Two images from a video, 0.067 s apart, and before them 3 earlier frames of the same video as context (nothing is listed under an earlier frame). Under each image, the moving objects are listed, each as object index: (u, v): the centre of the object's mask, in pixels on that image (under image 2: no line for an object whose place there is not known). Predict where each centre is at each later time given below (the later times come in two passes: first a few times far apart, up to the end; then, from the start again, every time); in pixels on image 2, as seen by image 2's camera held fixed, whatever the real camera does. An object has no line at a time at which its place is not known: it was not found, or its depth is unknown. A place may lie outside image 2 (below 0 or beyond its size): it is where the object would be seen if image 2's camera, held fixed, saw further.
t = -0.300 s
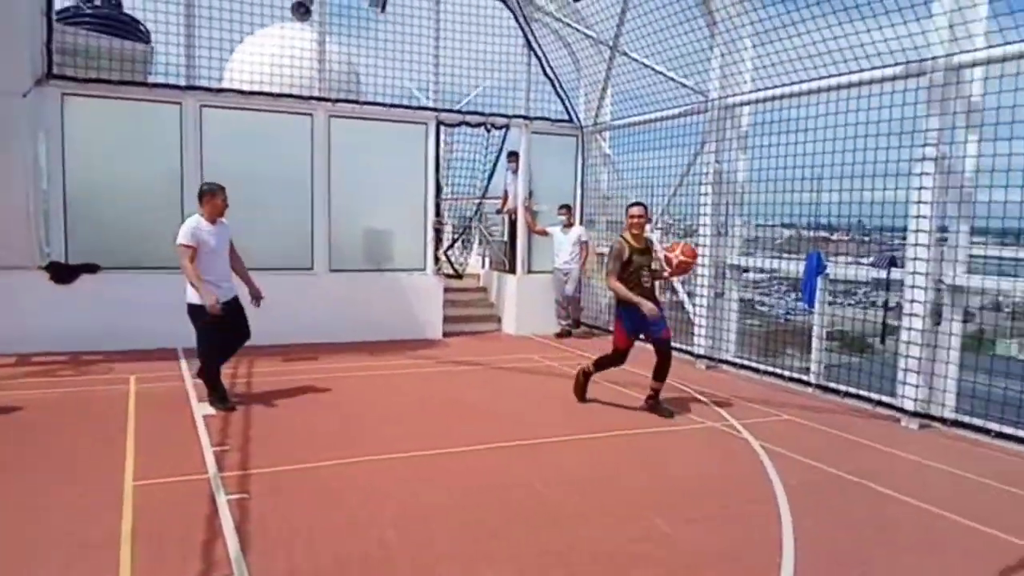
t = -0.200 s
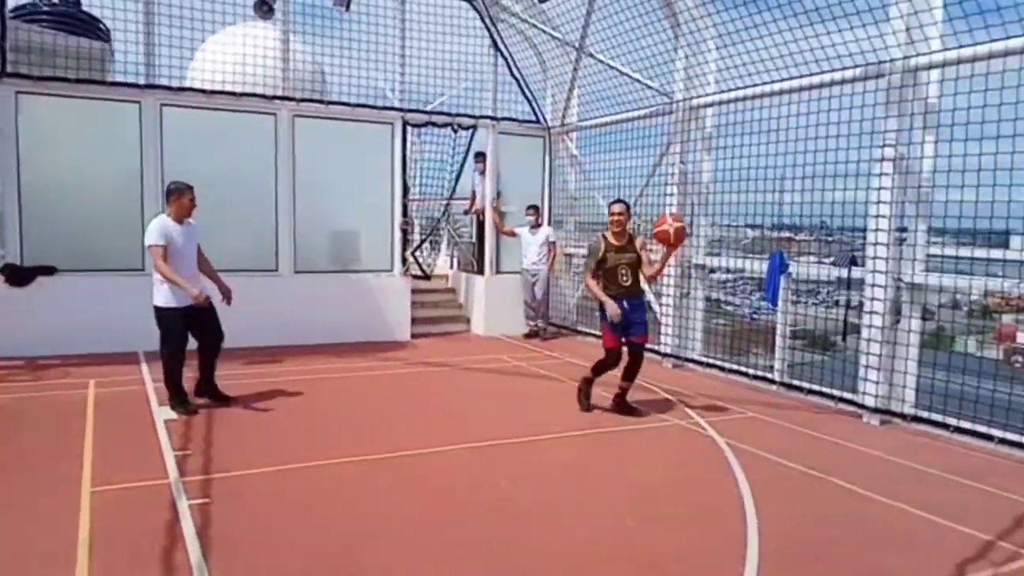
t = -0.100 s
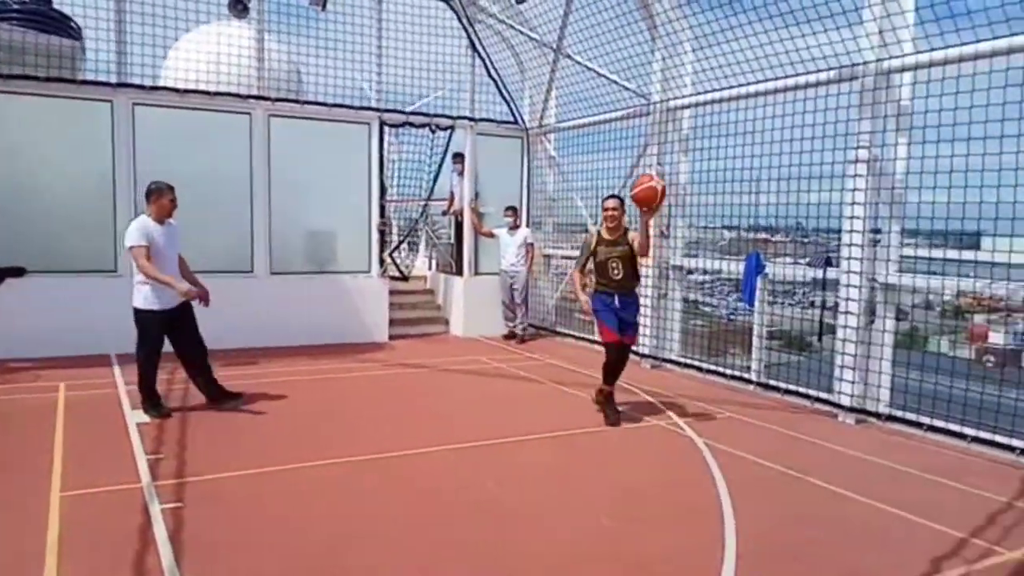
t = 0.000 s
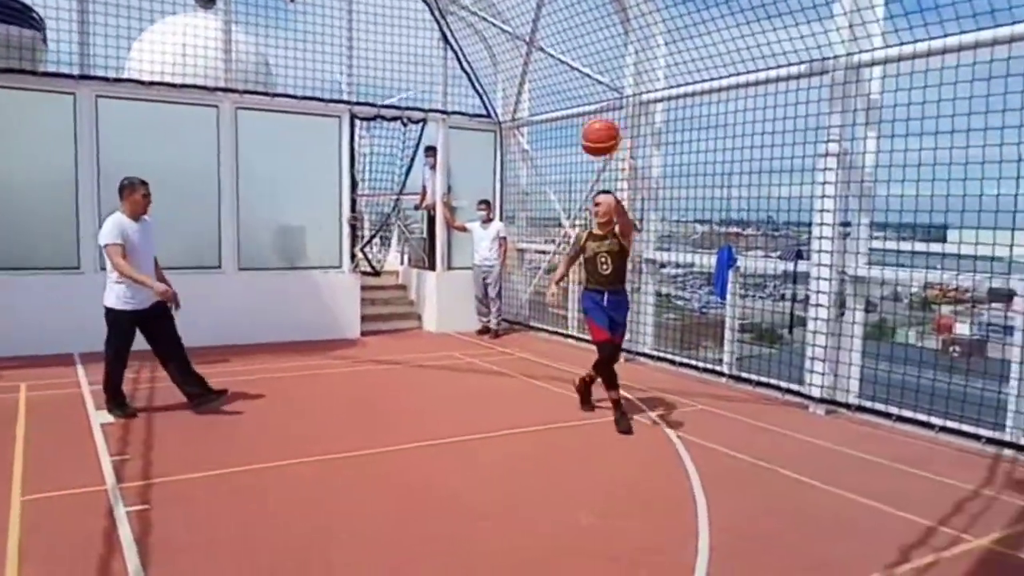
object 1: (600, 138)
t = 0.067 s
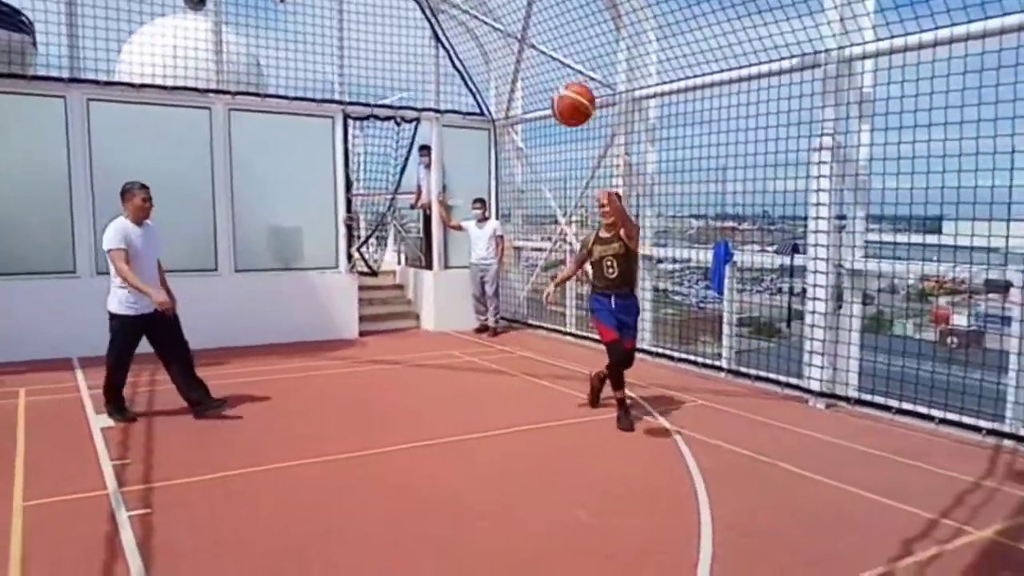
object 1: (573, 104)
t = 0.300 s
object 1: (458, 39)
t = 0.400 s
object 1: (379, 42)
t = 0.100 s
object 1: (562, 91)
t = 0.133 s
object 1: (548, 80)
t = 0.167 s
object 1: (535, 67)
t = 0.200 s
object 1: (520, 57)
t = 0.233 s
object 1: (502, 49)
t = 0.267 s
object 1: (482, 43)
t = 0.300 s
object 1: (458, 39)
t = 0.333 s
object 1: (432, 37)
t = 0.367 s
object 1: (407, 38)
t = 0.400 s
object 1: (379, 42)
